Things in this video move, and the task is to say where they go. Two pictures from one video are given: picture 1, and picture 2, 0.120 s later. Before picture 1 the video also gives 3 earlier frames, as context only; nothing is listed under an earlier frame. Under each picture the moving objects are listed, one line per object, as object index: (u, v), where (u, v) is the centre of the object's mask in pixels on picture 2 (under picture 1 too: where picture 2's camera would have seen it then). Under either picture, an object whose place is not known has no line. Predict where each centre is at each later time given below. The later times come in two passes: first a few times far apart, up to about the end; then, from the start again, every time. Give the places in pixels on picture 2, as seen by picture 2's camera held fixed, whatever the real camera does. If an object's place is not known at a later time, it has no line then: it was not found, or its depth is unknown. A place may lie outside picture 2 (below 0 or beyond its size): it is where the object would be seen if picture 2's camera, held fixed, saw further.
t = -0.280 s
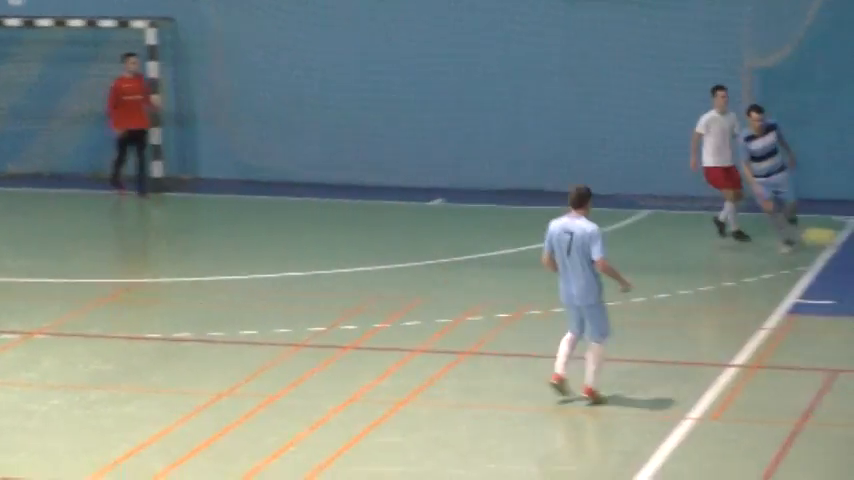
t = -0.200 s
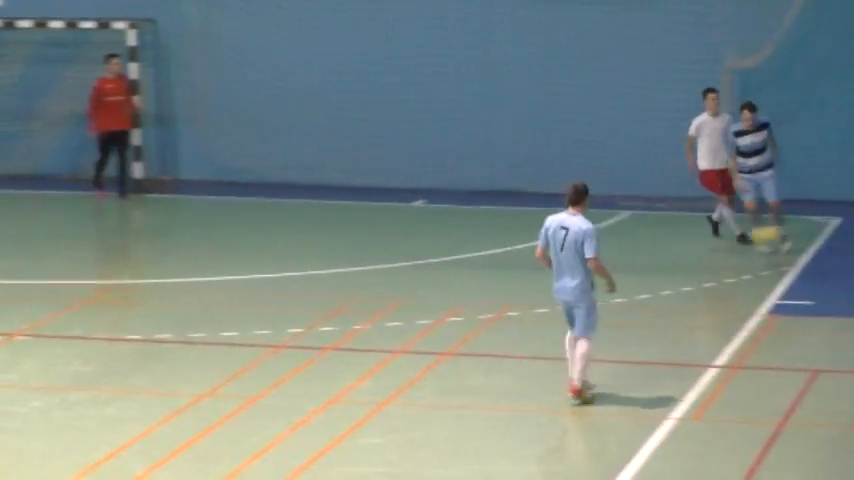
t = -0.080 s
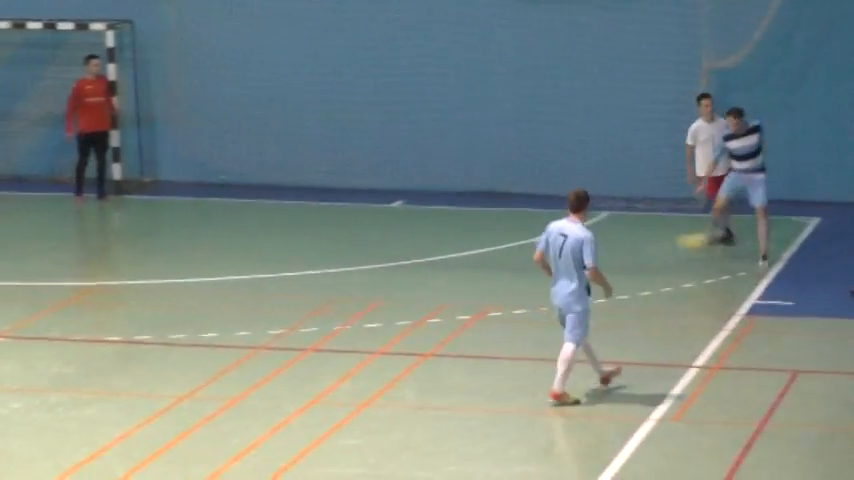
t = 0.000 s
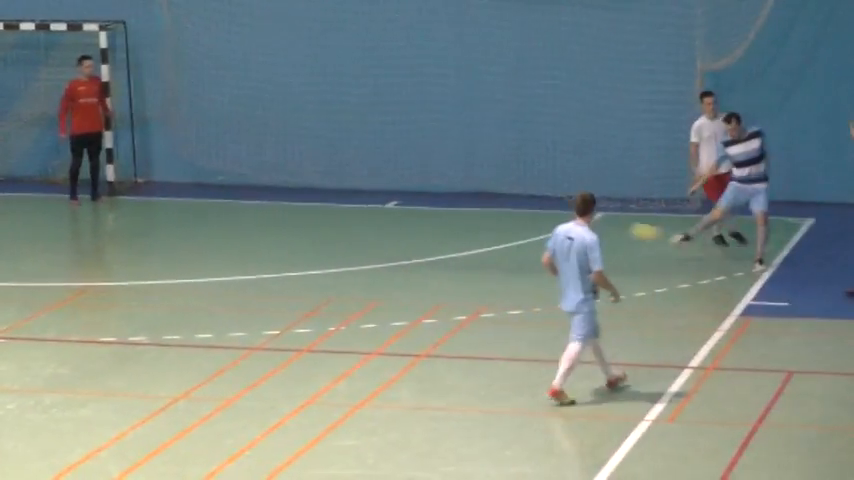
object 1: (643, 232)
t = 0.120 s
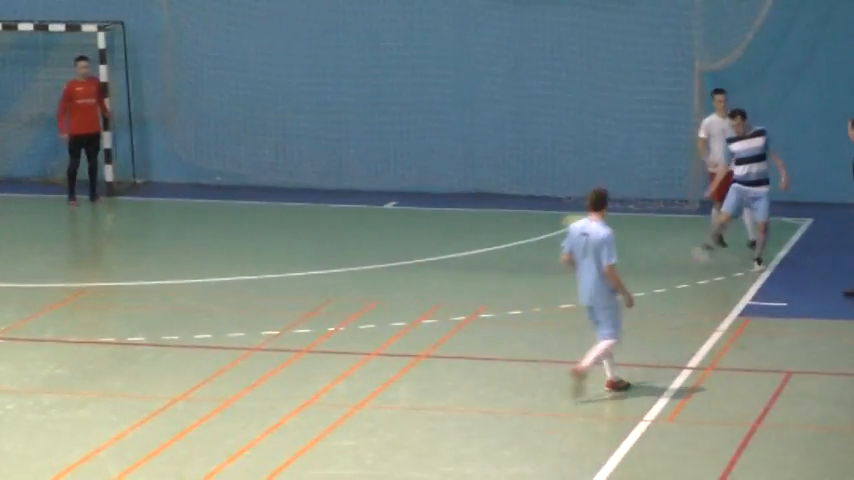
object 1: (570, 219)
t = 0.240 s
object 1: (513, 225)
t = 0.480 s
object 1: (400, 240)
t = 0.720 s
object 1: (321, 244)
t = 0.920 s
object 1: (257, 243)
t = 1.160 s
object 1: (182, 241)
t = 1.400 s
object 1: (110, 239)
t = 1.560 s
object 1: (63, 238)
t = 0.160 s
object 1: (556, 222)
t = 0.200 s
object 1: (535, 223)
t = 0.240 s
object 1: (513, 225)
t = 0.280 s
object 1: (492, 229)
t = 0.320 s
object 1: (469, 234)
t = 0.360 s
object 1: (450, 240)
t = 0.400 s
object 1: (429, 247)
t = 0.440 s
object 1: (414, 243)
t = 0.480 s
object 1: (400, 240)
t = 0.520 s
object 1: (388, 238)
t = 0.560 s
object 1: (374, 238)
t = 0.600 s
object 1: (360, 239)
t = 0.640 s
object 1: (347, 241)
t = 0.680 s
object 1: (335, 245)
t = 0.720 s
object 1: (321, 244)
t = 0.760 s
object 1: (308, 243)
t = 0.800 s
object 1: (296, 243)
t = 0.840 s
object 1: (283, 244)
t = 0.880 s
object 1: (268, 244)
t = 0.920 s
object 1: (257, 243)
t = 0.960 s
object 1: (245, 243)
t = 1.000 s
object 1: (232, 243)
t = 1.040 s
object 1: (220, 242)
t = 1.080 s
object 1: (208, 242)
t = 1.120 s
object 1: (195, 242)
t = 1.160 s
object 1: (182, 241)
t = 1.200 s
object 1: (171, 241)
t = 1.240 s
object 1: (158, 240)
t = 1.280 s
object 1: (146, 240)
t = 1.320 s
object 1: (133, 240)
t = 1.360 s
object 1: (122, 240)
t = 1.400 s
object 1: (110, 239)
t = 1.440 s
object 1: (98, 239)
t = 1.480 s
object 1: (86, 239)
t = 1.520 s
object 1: (75, 238)
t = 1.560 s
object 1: (63, 238)
